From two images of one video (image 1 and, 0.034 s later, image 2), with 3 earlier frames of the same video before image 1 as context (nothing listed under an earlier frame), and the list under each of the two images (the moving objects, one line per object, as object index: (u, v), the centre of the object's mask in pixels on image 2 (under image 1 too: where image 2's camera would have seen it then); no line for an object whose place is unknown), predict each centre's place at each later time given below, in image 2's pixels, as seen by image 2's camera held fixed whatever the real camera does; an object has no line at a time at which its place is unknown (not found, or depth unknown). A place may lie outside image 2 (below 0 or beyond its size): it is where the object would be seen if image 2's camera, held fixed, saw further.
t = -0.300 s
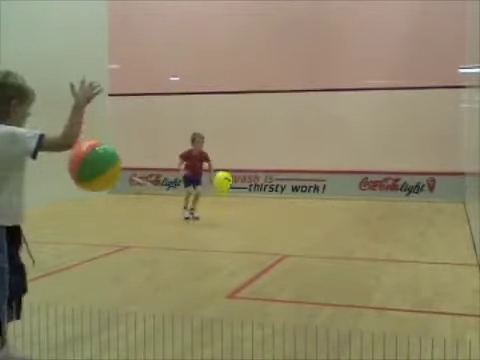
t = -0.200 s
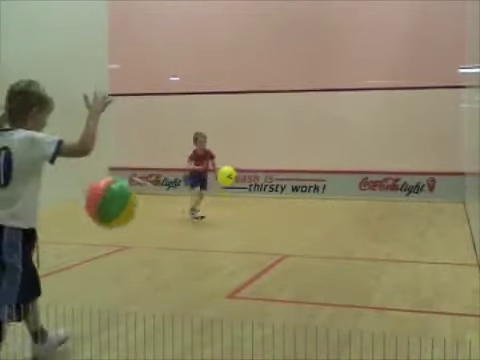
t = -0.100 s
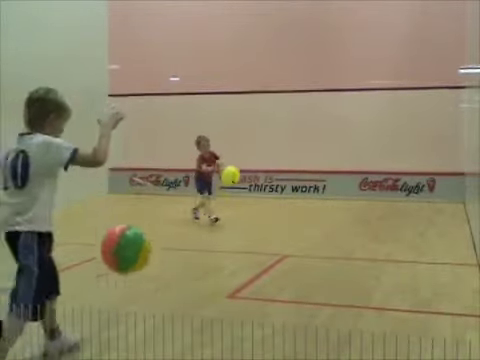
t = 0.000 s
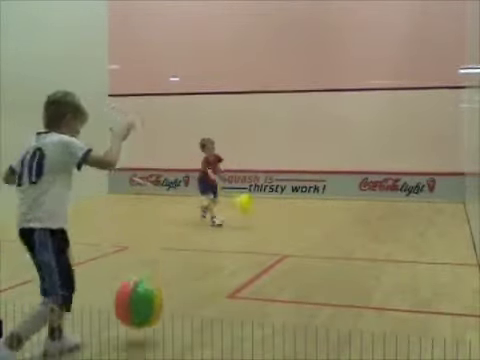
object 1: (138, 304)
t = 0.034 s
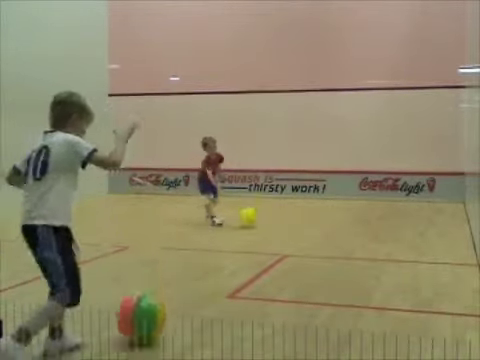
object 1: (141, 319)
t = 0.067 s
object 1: (142, 304)
